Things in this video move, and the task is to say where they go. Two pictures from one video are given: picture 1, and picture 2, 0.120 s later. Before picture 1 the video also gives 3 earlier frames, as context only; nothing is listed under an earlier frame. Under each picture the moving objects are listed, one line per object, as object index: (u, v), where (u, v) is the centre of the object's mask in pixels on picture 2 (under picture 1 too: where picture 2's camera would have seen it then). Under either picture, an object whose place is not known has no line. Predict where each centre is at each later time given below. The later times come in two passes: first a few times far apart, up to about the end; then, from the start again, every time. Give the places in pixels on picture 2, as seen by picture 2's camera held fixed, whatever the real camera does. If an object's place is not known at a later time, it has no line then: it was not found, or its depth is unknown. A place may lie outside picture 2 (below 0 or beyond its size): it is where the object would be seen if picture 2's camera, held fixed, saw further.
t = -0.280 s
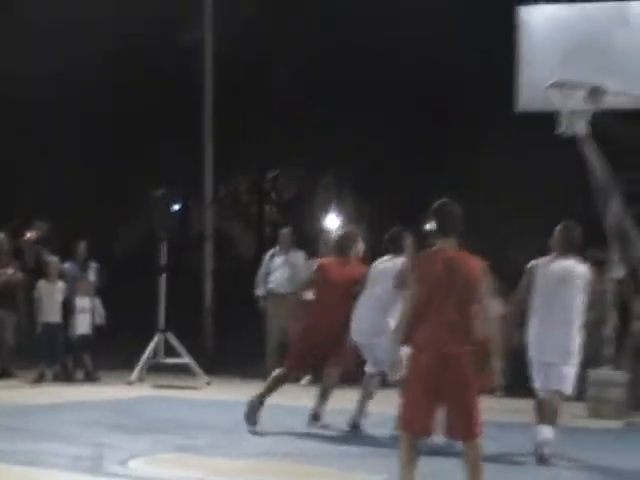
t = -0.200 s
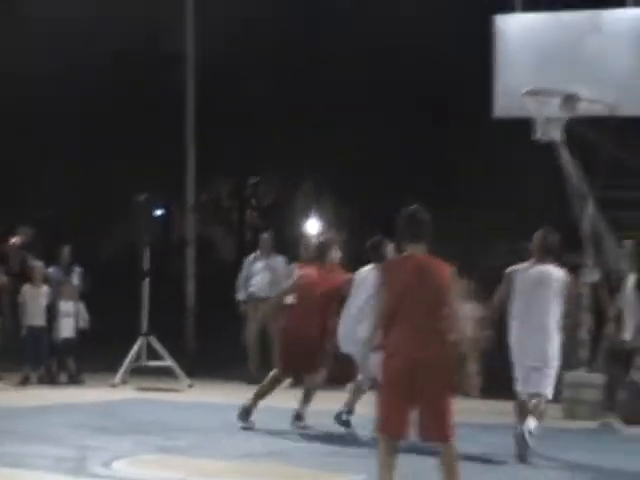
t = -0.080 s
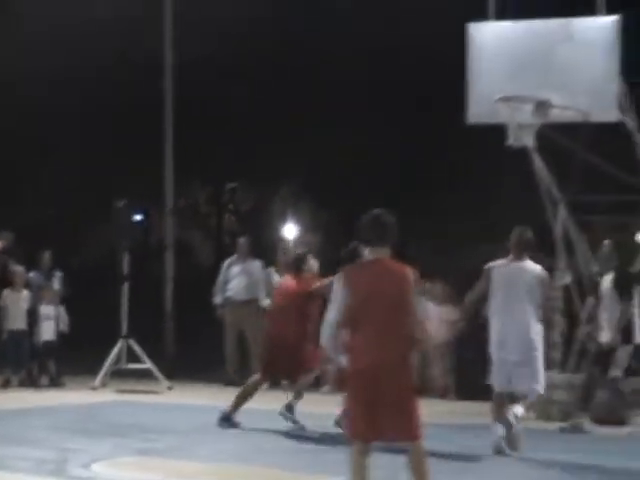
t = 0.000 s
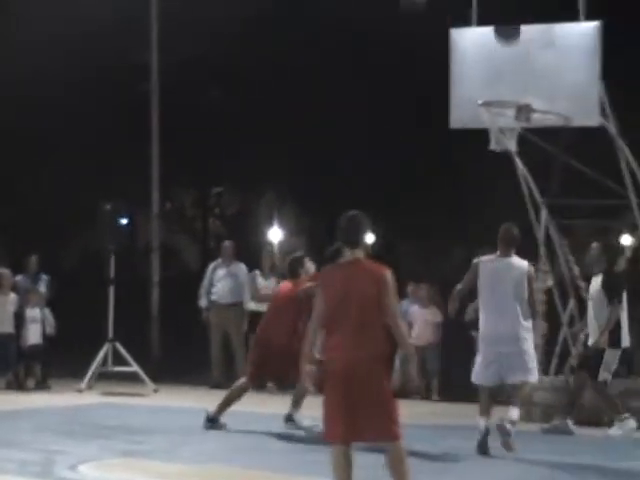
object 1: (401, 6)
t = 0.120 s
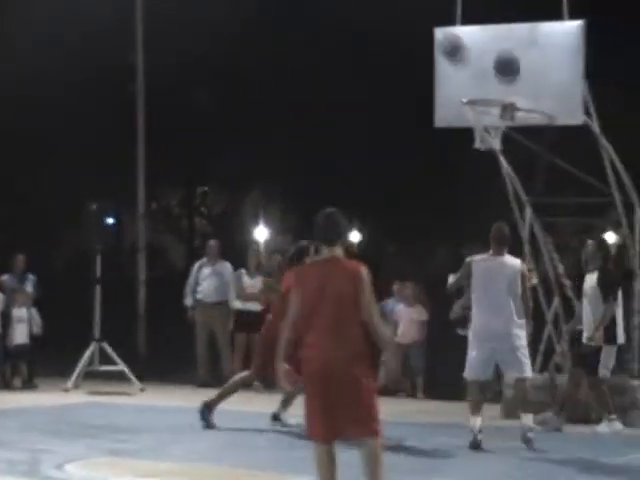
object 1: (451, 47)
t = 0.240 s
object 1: (495, 85)
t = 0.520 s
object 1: (494, 27)
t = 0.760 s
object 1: (493, 50)
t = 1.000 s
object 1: (489, 153)
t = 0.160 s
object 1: (473, 71)
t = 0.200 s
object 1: (493, 93)
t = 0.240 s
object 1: (495, 85)
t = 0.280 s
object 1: (495, 72)
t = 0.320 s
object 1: (495, 60)
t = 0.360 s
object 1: (495, 50)
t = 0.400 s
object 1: (495, 42)
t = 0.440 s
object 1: (494, 36)
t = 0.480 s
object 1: (494, 29)
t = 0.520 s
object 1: (494, 27)
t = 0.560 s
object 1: (493, 26)
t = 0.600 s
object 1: (494, 26)
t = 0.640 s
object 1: (494, 29)
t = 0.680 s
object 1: (493, 34)
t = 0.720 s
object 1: (493, 41)
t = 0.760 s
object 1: (493, 50)
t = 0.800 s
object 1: (492, 62)
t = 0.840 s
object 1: (492, 75)
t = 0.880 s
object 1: (491, 90)
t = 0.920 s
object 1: (491, 106)
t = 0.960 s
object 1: (491, 128)
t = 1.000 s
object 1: (489, 153)
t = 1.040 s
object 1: (488, 175)
